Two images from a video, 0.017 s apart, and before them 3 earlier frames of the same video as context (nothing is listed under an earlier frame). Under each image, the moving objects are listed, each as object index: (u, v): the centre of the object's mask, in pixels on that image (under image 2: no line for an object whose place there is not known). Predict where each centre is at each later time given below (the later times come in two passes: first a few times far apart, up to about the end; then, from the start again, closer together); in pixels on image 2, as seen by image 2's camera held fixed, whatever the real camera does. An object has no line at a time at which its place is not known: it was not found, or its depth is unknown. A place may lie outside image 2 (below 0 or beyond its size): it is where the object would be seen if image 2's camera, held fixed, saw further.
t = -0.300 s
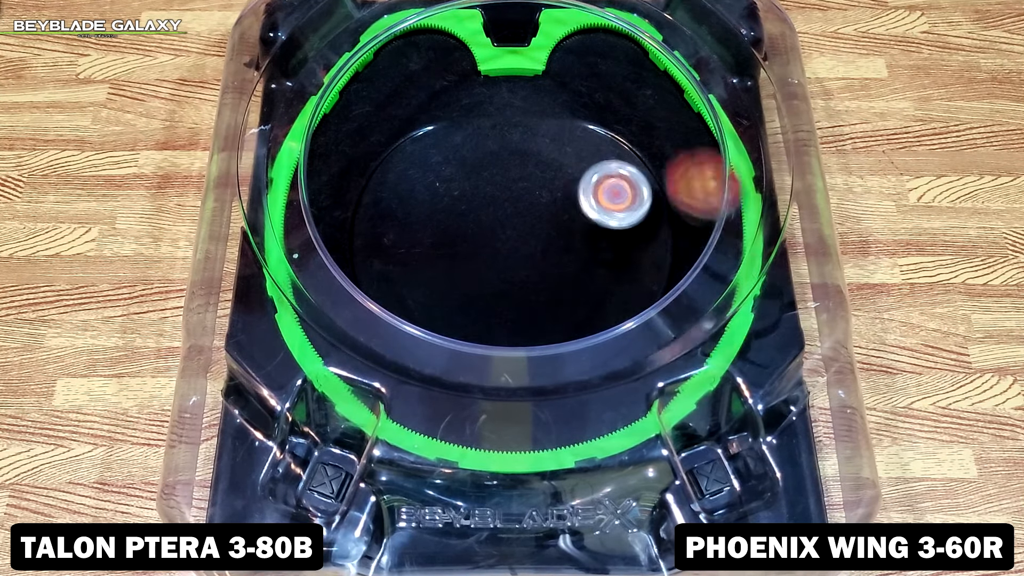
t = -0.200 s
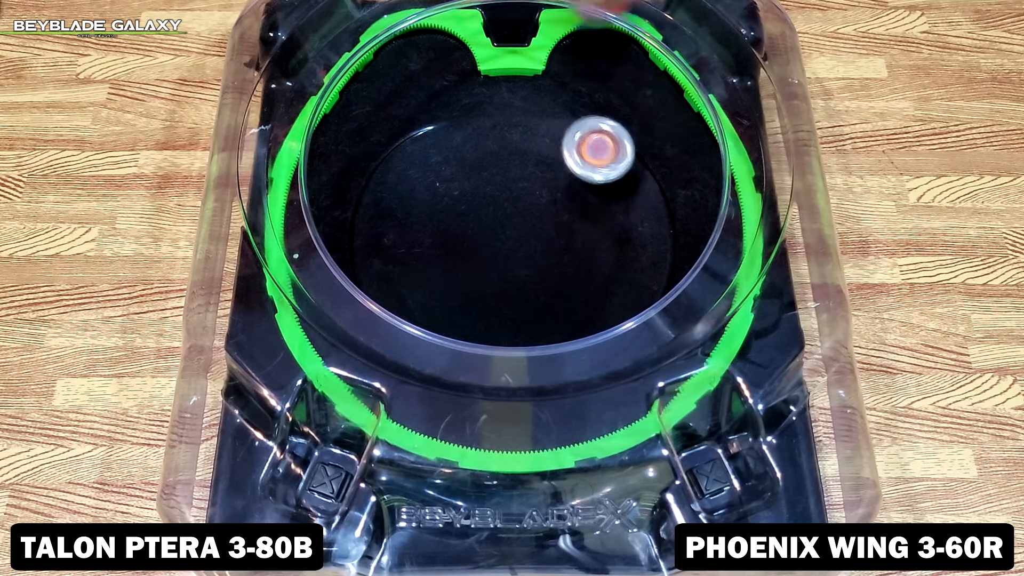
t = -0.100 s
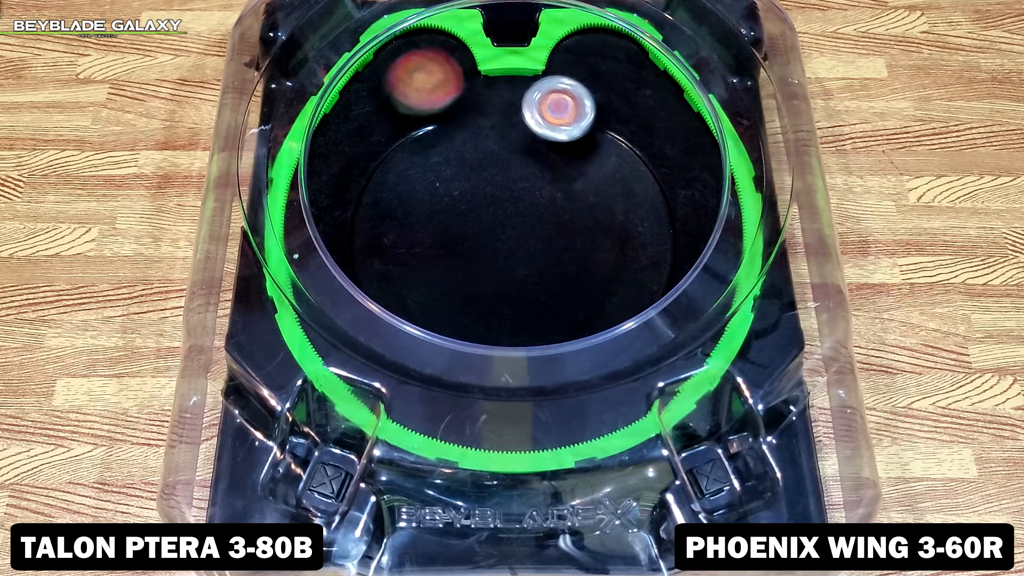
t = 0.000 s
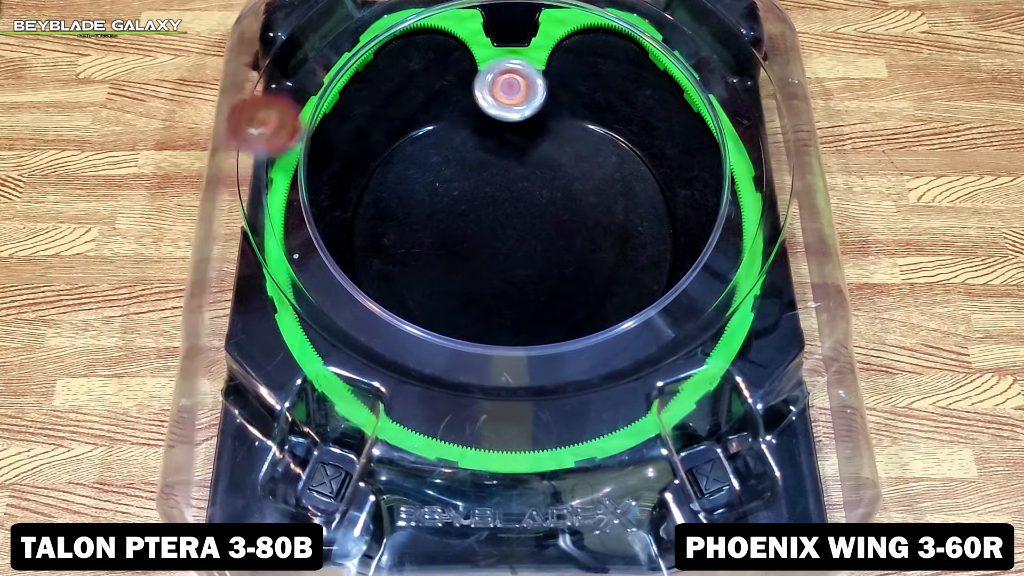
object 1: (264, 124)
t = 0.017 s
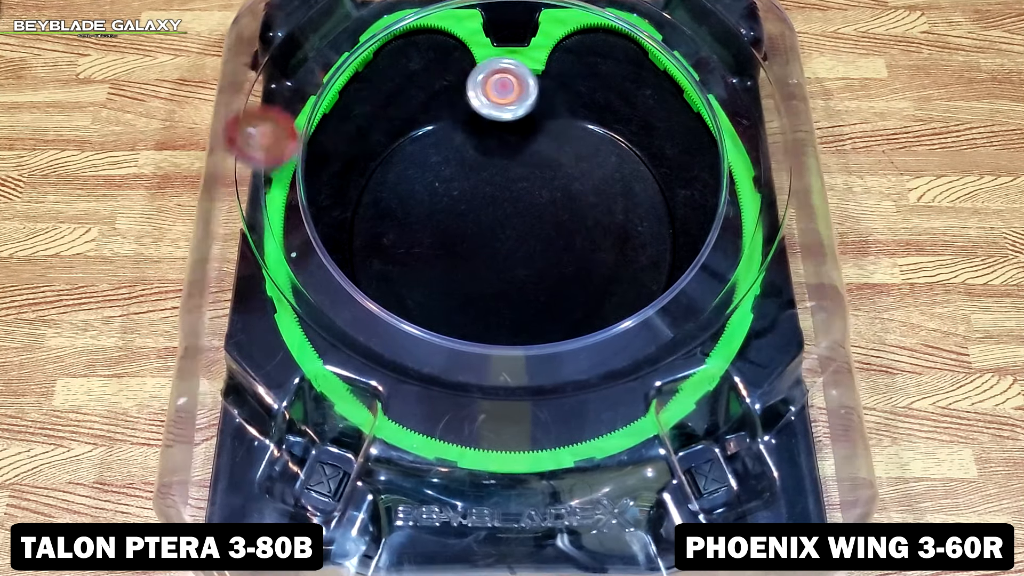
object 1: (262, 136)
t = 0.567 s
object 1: (653, 47)
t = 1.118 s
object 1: (443, 159)
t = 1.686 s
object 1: (466, 243)
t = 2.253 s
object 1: (347, 190)
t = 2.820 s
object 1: (500, 179)
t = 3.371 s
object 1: (510, 201)
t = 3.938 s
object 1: (542, 196)
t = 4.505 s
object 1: (550, 248)
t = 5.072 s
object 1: (547, 256)
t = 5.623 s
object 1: (504, 233)
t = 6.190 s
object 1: (544, 214)
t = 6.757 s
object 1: (499, 193)
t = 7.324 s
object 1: (560, 234)
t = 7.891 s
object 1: (569, 405)
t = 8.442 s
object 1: (310, 288)
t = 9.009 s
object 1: (435, 73)
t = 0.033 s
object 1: (278, 154)
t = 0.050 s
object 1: (296, 170)
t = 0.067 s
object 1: (317, 190)
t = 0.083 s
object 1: (333, 208)
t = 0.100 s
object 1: (353, 220)
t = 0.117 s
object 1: (370, 231)
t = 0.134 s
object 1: (390, 244)
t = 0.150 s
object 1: (410, 259)
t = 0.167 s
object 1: (431, 272)
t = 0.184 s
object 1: (454, 278)
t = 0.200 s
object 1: (477, 285)
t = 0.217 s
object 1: (500, 289)
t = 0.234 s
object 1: (524, 290)
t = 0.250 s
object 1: (547, 290)
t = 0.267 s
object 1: (570, 287)
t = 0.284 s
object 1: (592, 282)
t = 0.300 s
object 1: (612, 276)
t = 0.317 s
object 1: (631, 267)
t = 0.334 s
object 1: (649, 257)
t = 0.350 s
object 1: (664, 245)
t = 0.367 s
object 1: (678, 232)
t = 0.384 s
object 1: (683, 216)
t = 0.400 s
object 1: (684, 200)
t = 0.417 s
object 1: (683, 186)
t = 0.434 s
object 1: (681, 174)
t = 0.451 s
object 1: (679, 162)
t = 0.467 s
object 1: (679, 145)
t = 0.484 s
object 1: (679, 130)
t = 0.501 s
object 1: (678, 117)
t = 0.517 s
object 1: (679, 100)
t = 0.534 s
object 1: (681, 81)
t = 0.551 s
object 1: (680, 65)
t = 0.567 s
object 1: (653, 47)
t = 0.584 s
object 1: (622, 31)
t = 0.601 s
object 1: (589, 23)
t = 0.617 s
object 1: (574, 29)
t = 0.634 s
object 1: (580, 46)
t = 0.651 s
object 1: (586, 61)
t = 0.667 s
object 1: (592, 78)
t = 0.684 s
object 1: (598, 99)
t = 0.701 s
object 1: (603, 119)
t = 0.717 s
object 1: (608, 140)
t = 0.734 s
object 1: (611, 160)
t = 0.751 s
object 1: (611, 171)
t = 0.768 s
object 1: (608, 173)
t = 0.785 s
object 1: (604, 175)
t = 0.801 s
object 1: (599, 181)
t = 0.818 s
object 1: (594, 188)
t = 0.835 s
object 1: (588, 194)
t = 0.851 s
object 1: (583, 195)
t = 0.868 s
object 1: (578, 199)
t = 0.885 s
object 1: (572, 204)
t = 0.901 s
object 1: (567, 204)
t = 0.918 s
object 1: (562, 207)
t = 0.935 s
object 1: (557, 209)
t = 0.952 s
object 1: (553, 210)
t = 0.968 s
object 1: (549, 210)
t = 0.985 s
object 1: (546, 210)
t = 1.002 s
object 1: (543, 210)
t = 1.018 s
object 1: (541, 209)
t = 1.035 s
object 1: (540, 208)
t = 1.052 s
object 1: (539, 206)
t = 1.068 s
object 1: (516, 196)
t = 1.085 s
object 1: (490, 183)
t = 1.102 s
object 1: (466, 170)
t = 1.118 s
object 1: (443, 159)
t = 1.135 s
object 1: (422, 147)
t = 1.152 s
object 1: (403, 138)
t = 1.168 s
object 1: (386, 132)
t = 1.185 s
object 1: (377, 130)
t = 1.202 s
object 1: (368, 130)
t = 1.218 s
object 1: (360, 133)
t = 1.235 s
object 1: (353, 138)
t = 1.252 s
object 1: (347, 143)
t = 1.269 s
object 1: (343, 144)
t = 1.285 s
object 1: (339, 147)
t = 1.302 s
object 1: (335, 153)
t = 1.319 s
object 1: (331, 158)
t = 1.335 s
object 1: (328, 168)
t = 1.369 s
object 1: (329, 182)
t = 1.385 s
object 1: (330, 190)
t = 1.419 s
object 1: (341, 206)
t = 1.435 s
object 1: (347, 214)
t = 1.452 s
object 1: (355, 223)
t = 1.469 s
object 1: (364, 234)
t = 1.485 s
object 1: (376, 244)
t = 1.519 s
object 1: (408, 265)
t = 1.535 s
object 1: (427, 274)
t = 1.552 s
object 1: (448, 281)
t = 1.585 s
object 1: (469, 286)
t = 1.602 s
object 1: (466, 279)
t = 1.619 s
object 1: (463, 273)
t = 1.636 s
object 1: (462, 267)
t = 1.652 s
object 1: (462, 260)
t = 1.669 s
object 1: (464, 252)
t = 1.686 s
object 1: (466, 243)
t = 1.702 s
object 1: (467, 233)
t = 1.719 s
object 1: (468, 223)
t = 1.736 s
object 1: (468, 214)
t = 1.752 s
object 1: (467, 204)
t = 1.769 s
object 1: (465, 195)
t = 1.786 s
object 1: (463, 186)
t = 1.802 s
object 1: (459, 177)
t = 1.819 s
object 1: (455, 169)
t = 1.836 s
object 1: (450, 162)
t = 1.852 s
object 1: (446, 156)
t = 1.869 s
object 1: (440, 150)
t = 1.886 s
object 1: (434, 146)
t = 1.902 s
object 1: (427, 142)
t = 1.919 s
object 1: (420, 140)
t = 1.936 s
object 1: (412, 139)
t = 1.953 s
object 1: (405, 139)
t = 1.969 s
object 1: (396, 140)
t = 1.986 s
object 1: (388, 142)
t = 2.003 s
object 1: (384, 147)
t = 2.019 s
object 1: (382, 156)
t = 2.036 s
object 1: (380, 166)
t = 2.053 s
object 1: (378, 173)
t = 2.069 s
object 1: (378, 183)
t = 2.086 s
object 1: (380, 193)
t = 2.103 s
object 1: (384, 204)
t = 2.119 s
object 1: (391, 215)
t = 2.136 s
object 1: (400, 226)
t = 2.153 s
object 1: (411, 236)
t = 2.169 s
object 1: (418, 243)
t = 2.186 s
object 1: (395, 232)
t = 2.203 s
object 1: (372, 220)
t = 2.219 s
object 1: (353, 211)
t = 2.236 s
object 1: (349, 199)
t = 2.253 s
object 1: (347, 190)
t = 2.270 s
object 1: (345, 183)
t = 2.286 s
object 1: (344, 179)
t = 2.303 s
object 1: (342, 175)
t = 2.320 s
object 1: (339, 166)
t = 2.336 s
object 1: (337, 158)
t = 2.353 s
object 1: (333, 154)
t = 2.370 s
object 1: (329, 148)
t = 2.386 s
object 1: (323, 141)
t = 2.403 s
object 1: (317, 134)
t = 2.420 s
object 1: (311, 127)
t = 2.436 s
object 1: (314, 128)
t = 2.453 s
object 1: (323, 135)
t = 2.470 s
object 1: (333, 143)
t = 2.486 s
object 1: (341, 147)
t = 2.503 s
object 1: (347, 150)
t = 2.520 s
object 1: (355, 156)
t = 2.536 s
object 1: (363, 159)
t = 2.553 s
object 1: (371, 162)
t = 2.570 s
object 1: (379, 167)
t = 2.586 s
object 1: (388, 172)
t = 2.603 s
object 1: (395, 175)
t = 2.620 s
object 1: (404, 180)
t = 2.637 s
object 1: (412, 182)
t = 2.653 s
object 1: (420, 186)
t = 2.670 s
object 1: (428, 188)
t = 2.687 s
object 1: (437, 190)
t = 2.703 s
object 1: (445, 191)
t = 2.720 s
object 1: (453, 192)
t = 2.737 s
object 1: (461, 191)
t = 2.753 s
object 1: (470, 190)
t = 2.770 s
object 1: (478, 189)
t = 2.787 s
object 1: (486, 186)
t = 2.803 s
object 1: (493, 183)
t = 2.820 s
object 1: (500, 179)
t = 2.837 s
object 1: (507, 175)
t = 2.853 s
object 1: (513, 170)
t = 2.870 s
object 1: (518, 164)
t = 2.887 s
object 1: (523, 159)
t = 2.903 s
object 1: (527, 152)
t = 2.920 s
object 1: (530, 145)
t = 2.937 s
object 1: (533, 139)
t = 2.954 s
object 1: (534, 132)
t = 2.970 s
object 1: (535, 125)
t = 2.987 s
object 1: (534, 119)
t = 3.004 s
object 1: (533, 113)
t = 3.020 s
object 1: (530, 107)
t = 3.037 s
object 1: (527, 103)
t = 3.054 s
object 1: (522, 99)
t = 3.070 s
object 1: (517, 95)
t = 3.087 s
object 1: (512, 91)
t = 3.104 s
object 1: (506, 90)
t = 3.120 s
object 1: (499, 89)
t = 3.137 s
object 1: (493, 90)
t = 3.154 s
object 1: (487, 93)
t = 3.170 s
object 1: (482, 96)
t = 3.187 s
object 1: (478, 101)
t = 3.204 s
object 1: (475, 108)
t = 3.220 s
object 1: (471, 116)
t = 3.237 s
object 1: (468, 127)
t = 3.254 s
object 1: (466, 138)
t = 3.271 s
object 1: (466, 151)
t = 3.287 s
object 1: (467, 163)
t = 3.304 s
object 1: (471, 177)
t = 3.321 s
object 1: (476, 187)
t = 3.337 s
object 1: (486, 192)
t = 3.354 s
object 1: (497, 197)
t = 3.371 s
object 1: (510, 201)
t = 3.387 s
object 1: (523, 205)
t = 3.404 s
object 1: (537, 207)
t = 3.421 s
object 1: (550, 209)
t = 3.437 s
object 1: (564, 209)
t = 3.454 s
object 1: (577, 209)
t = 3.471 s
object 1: (590, 208)
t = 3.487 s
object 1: (601, 206)
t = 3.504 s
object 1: (612, 202)
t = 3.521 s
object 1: (623, 198)
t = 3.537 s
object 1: (632, 193)
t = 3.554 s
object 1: (640, 187)
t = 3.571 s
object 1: (648, 180)
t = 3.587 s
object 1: (654, 173)
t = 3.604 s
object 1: (657, 165)
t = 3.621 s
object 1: (650, 160)
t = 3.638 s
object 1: (643, 157)
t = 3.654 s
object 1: (636, 157)
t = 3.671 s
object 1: (629, 154)
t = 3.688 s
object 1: (622, 151)
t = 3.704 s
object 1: (616, 150)
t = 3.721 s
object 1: (610, 148)
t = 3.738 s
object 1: (605, 147)
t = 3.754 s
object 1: (599, 145)
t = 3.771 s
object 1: (593, 145)
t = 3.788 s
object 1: (588, 146)
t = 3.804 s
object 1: (581, 148)
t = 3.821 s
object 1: (575, 150)
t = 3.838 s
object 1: (569, 153)
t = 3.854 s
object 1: (563, 158)
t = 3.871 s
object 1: (557, 163)
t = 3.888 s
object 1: (552, 170)
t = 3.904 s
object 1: (548, 178)
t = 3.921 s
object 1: (544, 187)
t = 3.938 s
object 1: (542, 196)
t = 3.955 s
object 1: (542, 204)
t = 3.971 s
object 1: (554, 204)
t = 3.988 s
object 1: (565, 203)
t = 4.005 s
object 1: (576, 203)
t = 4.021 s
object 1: (586, 202)
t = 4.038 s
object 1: (596, 201)
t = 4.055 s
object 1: (605, 199)
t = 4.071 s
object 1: (613, 195)
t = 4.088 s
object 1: (620, 192)
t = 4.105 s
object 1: (627, 188)
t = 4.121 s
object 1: (632, 183)
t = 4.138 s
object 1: (636, 178)
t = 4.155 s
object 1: (638, 173)
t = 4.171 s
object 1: (638, 168)
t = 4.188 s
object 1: (637, 164)
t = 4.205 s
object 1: (635, 161)
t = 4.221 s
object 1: (632, 159)
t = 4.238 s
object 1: (628, 157)
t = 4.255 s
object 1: (623, 156)
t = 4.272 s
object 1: (617, 156)
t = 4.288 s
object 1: (610, 157)
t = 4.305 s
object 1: (602, 159)
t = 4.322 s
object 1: (594, 163)
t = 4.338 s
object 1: (586, 166)
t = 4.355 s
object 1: (578, 172)
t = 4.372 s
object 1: (570, 178)
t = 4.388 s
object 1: (563, 185)
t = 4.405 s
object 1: (556, 192)
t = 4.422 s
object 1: (550, 201)
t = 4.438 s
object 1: (545, 211)
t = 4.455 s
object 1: (540, 221)
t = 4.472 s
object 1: (537, 231)
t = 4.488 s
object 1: (535, 241)
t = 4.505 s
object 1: (550, 248)
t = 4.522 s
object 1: (567, 254)
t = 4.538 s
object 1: (583, 259)
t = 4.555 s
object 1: (597, 264)
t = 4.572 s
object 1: (611, 268)
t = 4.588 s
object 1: (624, 272)
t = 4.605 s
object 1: (636, 273)
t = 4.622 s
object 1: (647, 272)
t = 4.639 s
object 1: (658, 273)
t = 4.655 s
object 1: (660, 267)
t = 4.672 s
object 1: (659, 264)
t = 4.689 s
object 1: (658, 261)
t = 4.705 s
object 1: (657, 259)
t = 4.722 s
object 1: (657, 256)
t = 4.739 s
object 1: (656, 254)
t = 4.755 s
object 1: (655, 252)
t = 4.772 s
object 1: (653, 250)
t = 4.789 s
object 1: (652, 248)
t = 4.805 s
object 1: (651, 246)
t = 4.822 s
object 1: (649, 245)
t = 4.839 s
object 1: (647, 242)
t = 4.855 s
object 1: (643, 240)
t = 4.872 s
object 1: (638, 239)
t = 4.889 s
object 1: (633, 237)
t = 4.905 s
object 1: (627, 236)
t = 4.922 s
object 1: (621, 236)
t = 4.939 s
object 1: (614, 236)
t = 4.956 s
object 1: (607, 236)
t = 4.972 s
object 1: (598, 237)
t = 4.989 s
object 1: (590, 239)
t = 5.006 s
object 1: (582, 242)
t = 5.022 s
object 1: (574, 245)
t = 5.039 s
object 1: (565, 248)
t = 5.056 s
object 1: (556, 252)
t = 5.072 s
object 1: (547, 256)
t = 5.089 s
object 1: (539, 261)
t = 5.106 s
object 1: (531, 266)
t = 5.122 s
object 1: (524, 272)
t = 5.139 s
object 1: (518, 278)
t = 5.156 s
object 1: (512, 284)
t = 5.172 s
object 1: (508, 291)
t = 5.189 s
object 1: (505, 298)
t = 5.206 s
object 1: (503, 304)
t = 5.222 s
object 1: (502, 311)
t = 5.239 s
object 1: (503, 315)
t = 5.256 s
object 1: (505, 319)
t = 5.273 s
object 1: (509, 322)
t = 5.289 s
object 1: (513, 323)
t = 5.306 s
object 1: (516, 324)
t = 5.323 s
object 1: (521, 324)
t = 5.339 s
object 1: (525, 324)
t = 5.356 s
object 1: (529, 323)
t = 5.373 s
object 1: (532, 322)
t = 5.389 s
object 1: (535, 320)
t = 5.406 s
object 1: (538, 318)
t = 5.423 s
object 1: (541, 315)
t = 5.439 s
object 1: (543, 310)
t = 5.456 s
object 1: (544, 305)
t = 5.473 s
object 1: (545, 298)
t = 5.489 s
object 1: (544, 291)
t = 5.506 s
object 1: (543, 284)
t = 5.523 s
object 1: (541, 276)
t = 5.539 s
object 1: (537, 269)
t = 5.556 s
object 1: (532, 261)
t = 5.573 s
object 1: (527, 254)
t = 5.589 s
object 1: (521, 247)
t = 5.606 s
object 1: (513, 239)
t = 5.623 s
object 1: (504, 233)
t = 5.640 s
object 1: (496, 227)
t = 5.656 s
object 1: (487, 222)
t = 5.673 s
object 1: (477, 217)
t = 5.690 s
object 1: (467, 213)
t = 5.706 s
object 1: (458, 211)
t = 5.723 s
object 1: (448, 209)
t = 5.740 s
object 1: (439, 209)
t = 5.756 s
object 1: (429, 209)
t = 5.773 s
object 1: (421, 211)
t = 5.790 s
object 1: (413, 214)
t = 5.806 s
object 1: (406, 217)
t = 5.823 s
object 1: (399, 222)
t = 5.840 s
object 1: (395, 227)
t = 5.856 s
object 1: (393, 233)
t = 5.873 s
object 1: (392, 239)
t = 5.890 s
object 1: (393, 245)
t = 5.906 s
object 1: (396, 252)
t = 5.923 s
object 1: (400, 258)
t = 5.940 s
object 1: (406, 263)
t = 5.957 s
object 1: (413, 267)
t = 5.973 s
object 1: (421, 271)
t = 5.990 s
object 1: (431, 274)
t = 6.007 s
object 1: (441, 275)
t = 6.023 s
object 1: (452, 276)
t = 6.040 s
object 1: (464, 274)
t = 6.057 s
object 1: (476, 272)
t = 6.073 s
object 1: (487, 267)
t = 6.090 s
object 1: (498, 263)
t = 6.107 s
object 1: (508, 256)
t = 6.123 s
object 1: (517, 249)
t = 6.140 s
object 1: (526, 242)
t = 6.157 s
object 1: (533, 233)
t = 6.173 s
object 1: (539, 223)
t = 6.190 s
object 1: (544, 214)
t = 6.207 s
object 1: (548, 204)
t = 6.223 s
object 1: (550, 194)
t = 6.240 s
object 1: (551, 184)
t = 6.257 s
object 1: (551, 174)
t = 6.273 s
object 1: (549, 164)
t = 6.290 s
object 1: (547, 154)
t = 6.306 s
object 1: (543, 145)
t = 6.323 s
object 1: (537, 136)
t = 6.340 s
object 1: (531, 129)
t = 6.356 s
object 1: (523, 121)
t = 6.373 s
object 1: (515, 116)
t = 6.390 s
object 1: (507, 112)
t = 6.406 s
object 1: (496, 109)
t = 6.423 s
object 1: (487, 108)
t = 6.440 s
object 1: (477, 109)
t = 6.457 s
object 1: (468, 111)
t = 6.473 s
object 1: (459, 116)
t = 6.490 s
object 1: (451, 122)
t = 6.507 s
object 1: (444, 128)
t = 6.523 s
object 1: (438, 138)
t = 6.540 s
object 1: (434, 148)
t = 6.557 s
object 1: (432, 158)
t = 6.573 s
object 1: (431, 170)
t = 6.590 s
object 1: (432, 182)
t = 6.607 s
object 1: (435, 193)
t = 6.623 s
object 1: (439, 204)
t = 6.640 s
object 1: (445, 215)
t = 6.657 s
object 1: (452, 225)
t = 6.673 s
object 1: (461, 234)
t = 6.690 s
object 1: (471, 243)
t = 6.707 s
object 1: (481, 250)
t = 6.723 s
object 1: (489, 240)
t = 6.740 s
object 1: (494, 216)
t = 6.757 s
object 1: (499, 193)
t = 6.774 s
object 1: (504, 171)
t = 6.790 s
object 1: (508, 151)
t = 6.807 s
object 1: (513, 133)
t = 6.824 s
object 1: (517, 116)
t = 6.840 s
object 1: (519, 102)
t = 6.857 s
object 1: (522, 90)
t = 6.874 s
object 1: (523, 78)
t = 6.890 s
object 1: (524, 66)
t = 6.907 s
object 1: (525, 57)
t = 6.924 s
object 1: (524, 59)
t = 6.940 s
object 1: (523, 66)
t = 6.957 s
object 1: (523, 76)
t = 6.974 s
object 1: (523, 81)
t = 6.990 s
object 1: (522, 87)
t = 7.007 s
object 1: (522, 95)
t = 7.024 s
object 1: (521, 105)
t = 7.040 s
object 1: (521, 110)
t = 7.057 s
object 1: (521, 117)
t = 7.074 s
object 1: (521, 126)
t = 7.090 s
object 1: (521, 136)
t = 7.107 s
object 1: (522, 142)
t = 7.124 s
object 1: (522, 151)
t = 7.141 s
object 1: (522, 162)
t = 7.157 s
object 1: (524, 169)
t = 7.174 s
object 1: (525, 177)
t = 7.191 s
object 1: (527, 186)
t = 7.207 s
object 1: (530, 193)
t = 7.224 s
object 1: (533, 200)
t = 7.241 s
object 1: (536, 207)
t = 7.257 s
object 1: (540, 213)
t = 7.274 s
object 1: (544, 219)
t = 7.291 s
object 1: (549, 224)
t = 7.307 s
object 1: (554, 230)
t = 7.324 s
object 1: (560, 234)
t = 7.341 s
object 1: (567, 239)
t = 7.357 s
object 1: (573, 244)
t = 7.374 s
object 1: (580, 251)
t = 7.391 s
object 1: (588, 257)
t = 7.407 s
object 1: (594, 264)
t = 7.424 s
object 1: (601, 271)
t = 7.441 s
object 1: (607, 277)
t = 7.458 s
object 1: (613, 284)
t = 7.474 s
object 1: (618, 289)
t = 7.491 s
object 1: (623, 293)
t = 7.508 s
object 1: (630, 301)
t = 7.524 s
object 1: (632, 307)
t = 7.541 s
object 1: (633, 310)
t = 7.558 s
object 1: (633, 314)
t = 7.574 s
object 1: (633, 319)
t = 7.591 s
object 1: (633, 323)
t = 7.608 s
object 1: (633, 327)
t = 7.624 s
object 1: (632, 331)
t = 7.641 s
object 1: (632, 338)
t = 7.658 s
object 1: (632, 345)
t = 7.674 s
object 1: (630, 352)
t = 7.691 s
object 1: (630, 361)
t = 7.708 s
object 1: (628, 365)
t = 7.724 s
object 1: (625, 374)
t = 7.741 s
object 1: (622, 380)
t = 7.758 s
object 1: (619, 387)
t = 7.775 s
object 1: (615, 393)
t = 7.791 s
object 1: (610, 399)
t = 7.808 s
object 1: (604, 401)
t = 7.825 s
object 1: (598, 402)
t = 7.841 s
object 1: (591, 402)
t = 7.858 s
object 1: (584, 403)
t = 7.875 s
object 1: (577, 404)
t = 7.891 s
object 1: (569, 405)
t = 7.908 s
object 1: (561, 407)
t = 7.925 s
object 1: (550, 409)
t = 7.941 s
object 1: (540, 410)
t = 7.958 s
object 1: (528, 411)
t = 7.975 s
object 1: (517, 412)
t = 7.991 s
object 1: (506, 413)
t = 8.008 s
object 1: (496, 413)
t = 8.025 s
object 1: (485, 413)
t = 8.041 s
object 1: (475, 412)
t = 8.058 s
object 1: (463, 411)
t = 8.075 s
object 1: (453, 410)
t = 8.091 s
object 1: (442, 407)
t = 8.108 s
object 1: (432, 405)
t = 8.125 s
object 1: (422, 403)
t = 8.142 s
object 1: (412, 399)
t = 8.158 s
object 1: (406, 395)
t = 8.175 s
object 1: (400, 390)
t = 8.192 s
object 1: (393, 386)
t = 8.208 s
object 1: (384, 380)
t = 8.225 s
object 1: (375, 373)
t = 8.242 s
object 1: (368, 368)
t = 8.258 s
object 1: (361, 362)
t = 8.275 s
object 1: (355, 357)
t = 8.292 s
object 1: (347, 348)
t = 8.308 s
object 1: (340, 341)
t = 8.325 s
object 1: (334, 335)
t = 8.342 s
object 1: (328, 327)
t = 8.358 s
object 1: (322, 320)
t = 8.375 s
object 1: (317, 314)
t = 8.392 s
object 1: (312, 307)
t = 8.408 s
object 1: (310, 300)
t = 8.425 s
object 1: (310, 295)
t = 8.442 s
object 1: (310, 288)
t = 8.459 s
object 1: (310, 281)
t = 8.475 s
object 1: (310, 274)
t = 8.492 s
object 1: (310, 266)
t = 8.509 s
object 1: (310, 258)
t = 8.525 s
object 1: (311, 250)
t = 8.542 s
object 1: (312, 242)
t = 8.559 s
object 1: (312, 235)
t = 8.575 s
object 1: (312, 228)
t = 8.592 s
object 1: (314, 220)
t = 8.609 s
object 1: (315, 214)
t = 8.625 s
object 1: (318, 206)
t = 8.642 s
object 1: (321, 199)
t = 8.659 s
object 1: (323, 192)
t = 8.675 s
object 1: (327, 185)
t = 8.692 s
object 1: (331, 178)
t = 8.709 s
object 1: (335, 171)
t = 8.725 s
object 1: (339, 164)
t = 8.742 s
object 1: (342, 157)
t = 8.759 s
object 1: (345, 151)
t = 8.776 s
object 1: (350, 144)
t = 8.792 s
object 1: (355, 138)
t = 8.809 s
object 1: (360, 132)
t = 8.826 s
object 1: (366, 125)
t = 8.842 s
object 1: (371, 120)
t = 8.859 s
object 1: (376, 114)
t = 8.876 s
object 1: (382, 108)
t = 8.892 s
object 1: (388, 103)
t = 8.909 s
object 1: (394, 99)
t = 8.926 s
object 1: (401, 94)
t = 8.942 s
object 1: (408, 89)
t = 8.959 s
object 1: (415, 85)
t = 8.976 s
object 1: (422, 81)
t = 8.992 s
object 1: (429, 77)
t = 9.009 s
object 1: (435, 73)
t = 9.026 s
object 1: (441, 70)
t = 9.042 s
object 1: (446, 66)
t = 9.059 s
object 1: (452, 63)
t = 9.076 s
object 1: (458, 59)
